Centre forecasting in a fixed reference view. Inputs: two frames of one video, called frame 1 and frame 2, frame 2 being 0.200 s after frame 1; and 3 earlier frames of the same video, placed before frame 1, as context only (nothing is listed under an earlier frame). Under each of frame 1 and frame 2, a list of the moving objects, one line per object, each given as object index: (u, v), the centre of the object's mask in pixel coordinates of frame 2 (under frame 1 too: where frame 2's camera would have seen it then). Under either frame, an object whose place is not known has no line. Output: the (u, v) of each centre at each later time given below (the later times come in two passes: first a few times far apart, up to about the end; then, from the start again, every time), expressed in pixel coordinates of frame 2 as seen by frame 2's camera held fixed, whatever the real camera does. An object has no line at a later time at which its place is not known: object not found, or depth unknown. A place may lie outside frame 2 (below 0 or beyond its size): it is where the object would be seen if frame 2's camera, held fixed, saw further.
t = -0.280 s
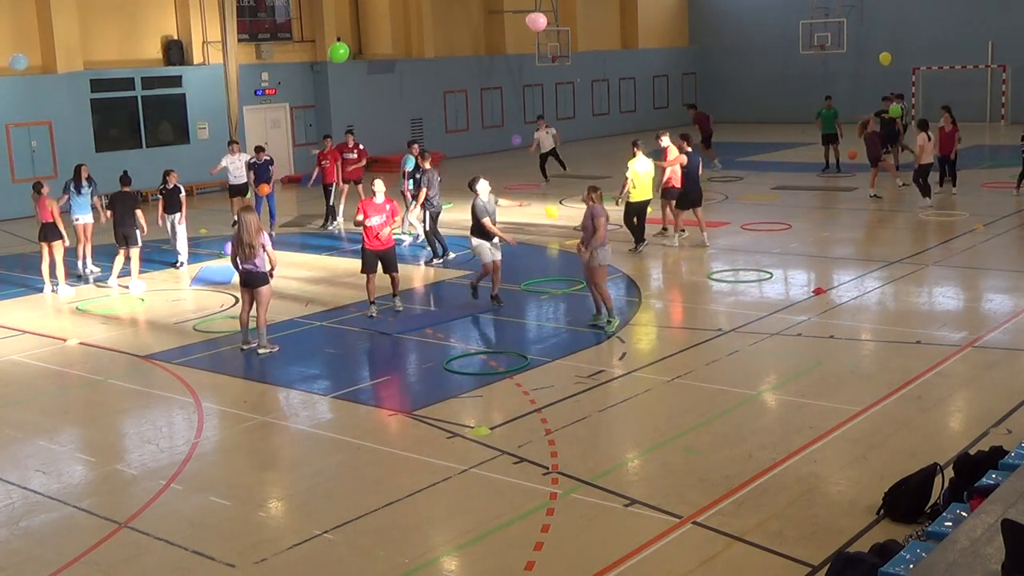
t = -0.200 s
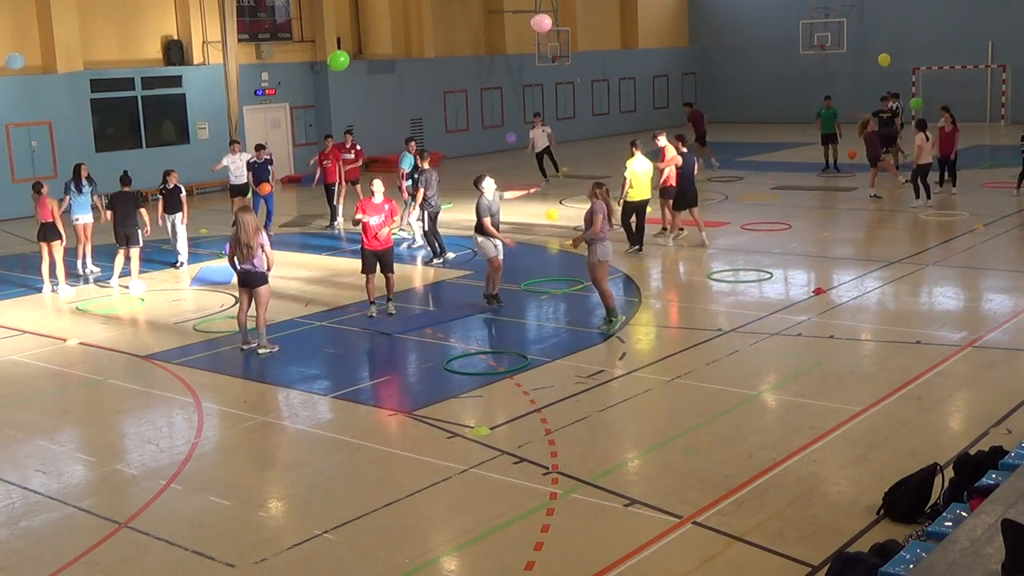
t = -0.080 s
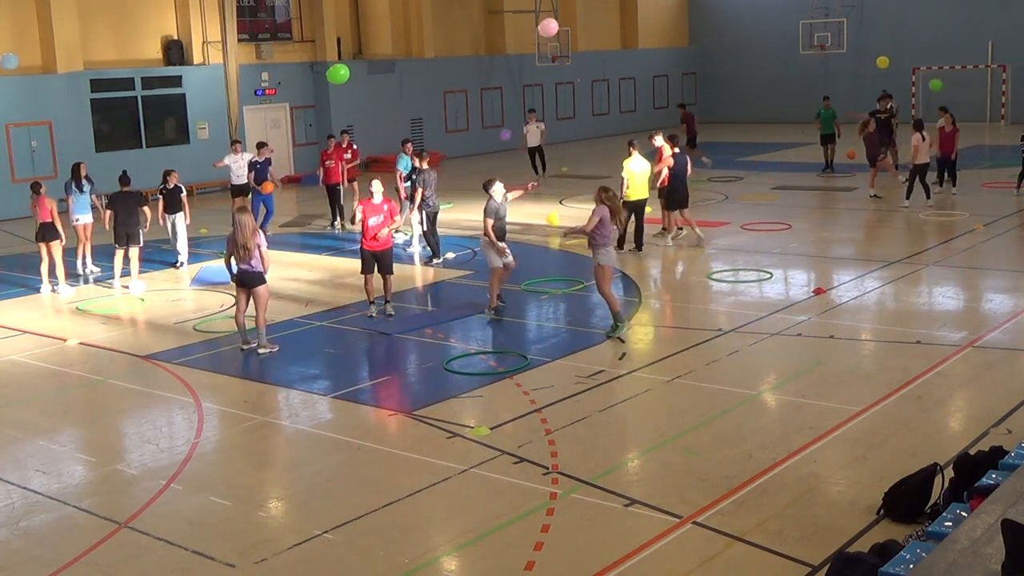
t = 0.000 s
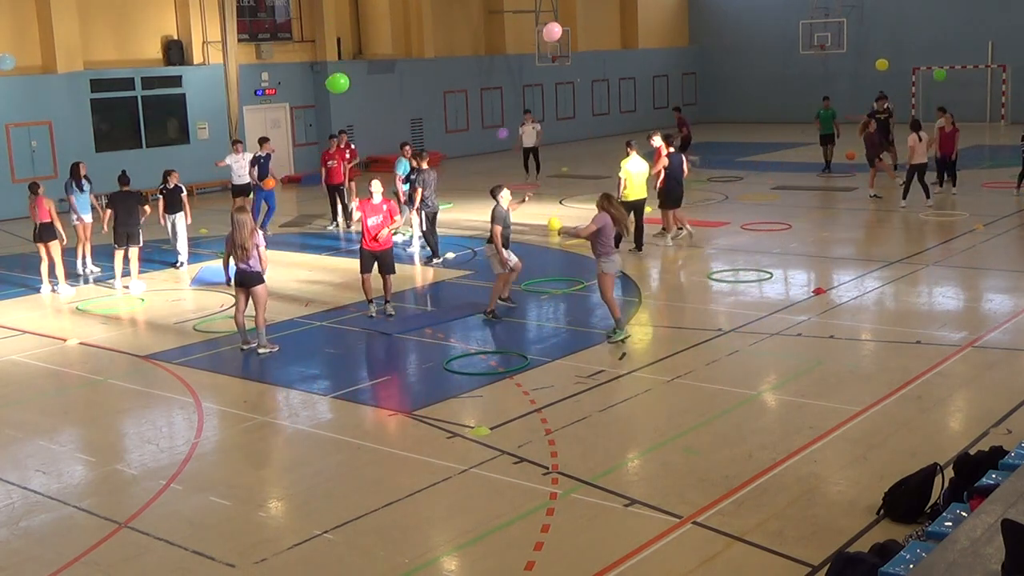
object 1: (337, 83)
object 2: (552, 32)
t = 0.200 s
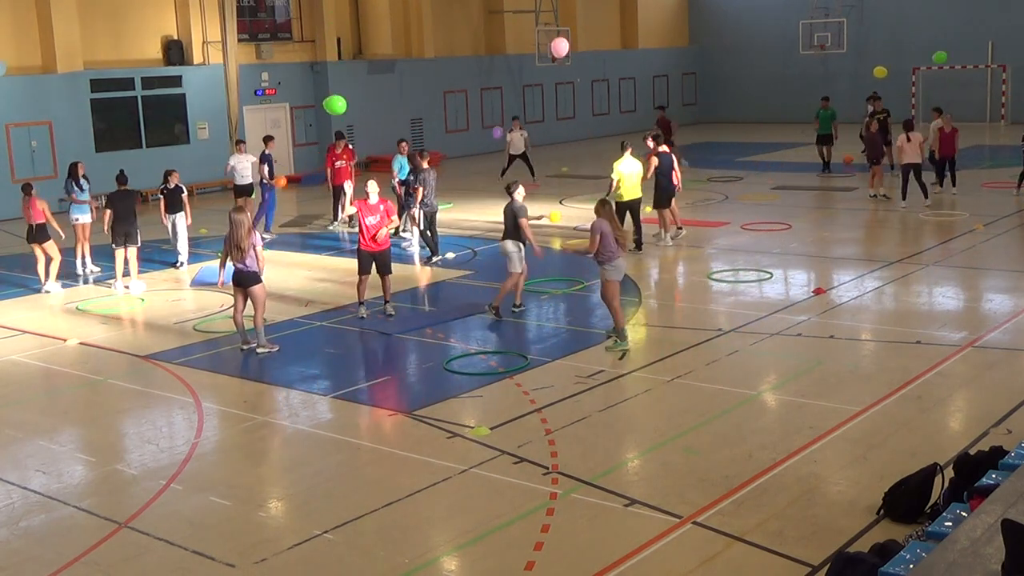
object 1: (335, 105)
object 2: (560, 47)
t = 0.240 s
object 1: (334, 109)
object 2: (561, 51)
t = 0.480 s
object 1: (329, 134)
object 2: (566, 76)
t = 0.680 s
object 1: (327, 156)
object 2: (566, 98)
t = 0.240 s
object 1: (334, 109)
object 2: (561, 51)
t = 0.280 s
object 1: (333, 113)
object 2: (562, 55)
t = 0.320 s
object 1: (333, 117)
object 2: (563, 59)
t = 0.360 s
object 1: (332, 121)
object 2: (564, 63)
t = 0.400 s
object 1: (331, 125)
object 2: (565, 67)
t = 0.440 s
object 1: (330, 130)
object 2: (566, 71)
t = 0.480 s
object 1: (329, 134)
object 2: (566, 76)
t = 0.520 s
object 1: (329, 138)
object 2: (567, 80)
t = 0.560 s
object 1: (328, 142)
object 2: (567, 85)
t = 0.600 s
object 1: (328, 147)
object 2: (567, 89)
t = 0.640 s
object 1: (327, 151)
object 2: (566, 94)
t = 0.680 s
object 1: (327, 156)
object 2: (566, 98)
